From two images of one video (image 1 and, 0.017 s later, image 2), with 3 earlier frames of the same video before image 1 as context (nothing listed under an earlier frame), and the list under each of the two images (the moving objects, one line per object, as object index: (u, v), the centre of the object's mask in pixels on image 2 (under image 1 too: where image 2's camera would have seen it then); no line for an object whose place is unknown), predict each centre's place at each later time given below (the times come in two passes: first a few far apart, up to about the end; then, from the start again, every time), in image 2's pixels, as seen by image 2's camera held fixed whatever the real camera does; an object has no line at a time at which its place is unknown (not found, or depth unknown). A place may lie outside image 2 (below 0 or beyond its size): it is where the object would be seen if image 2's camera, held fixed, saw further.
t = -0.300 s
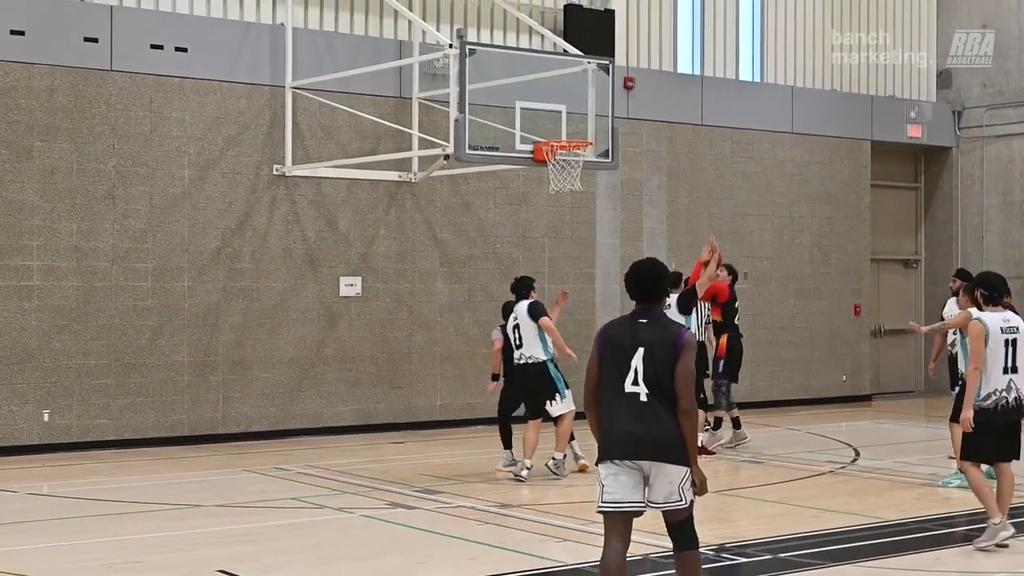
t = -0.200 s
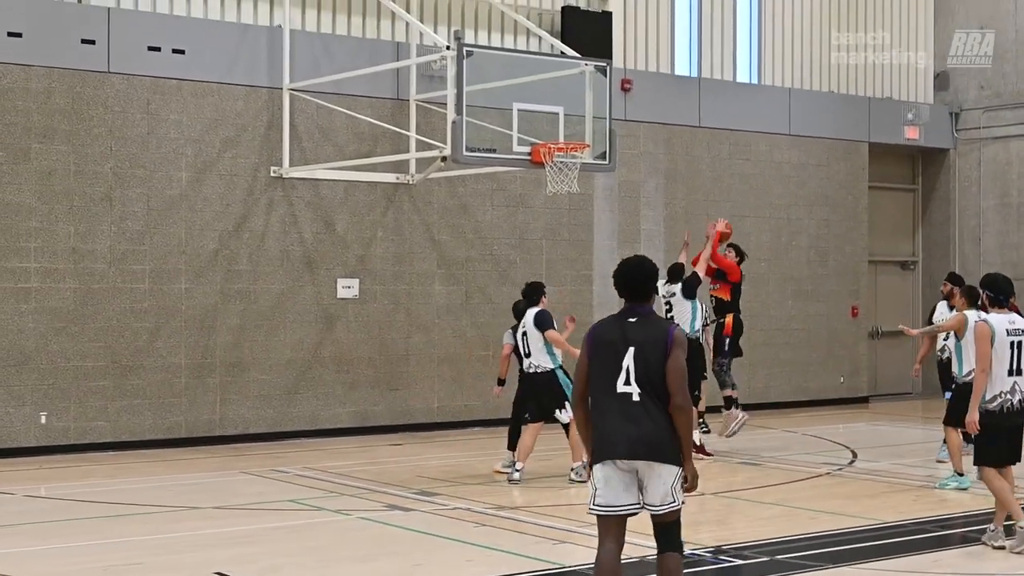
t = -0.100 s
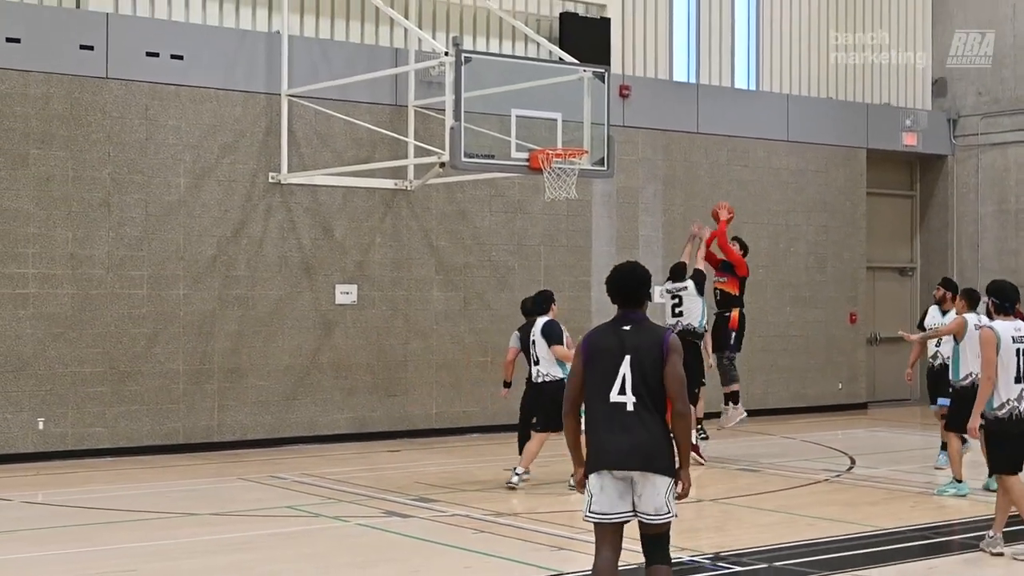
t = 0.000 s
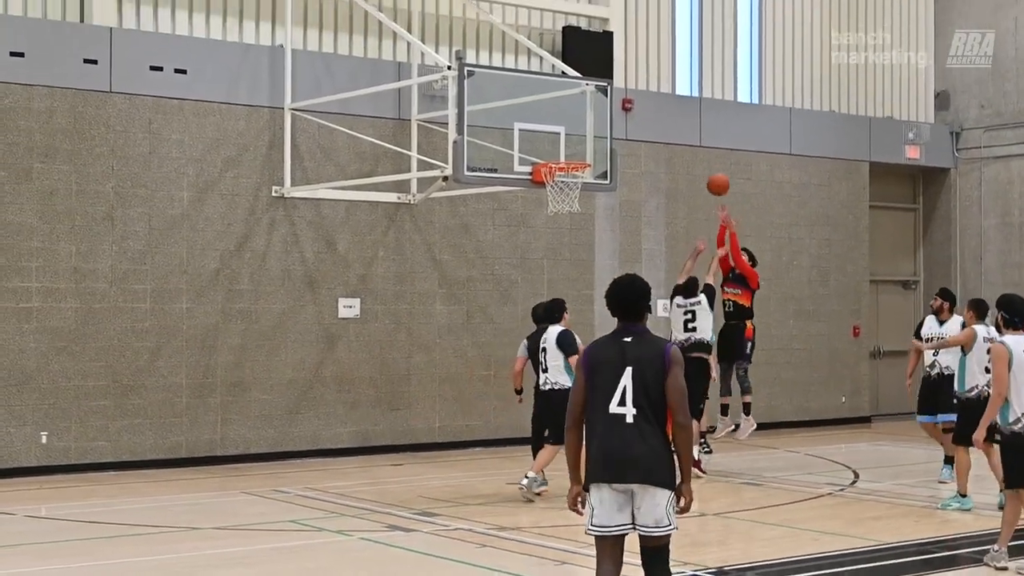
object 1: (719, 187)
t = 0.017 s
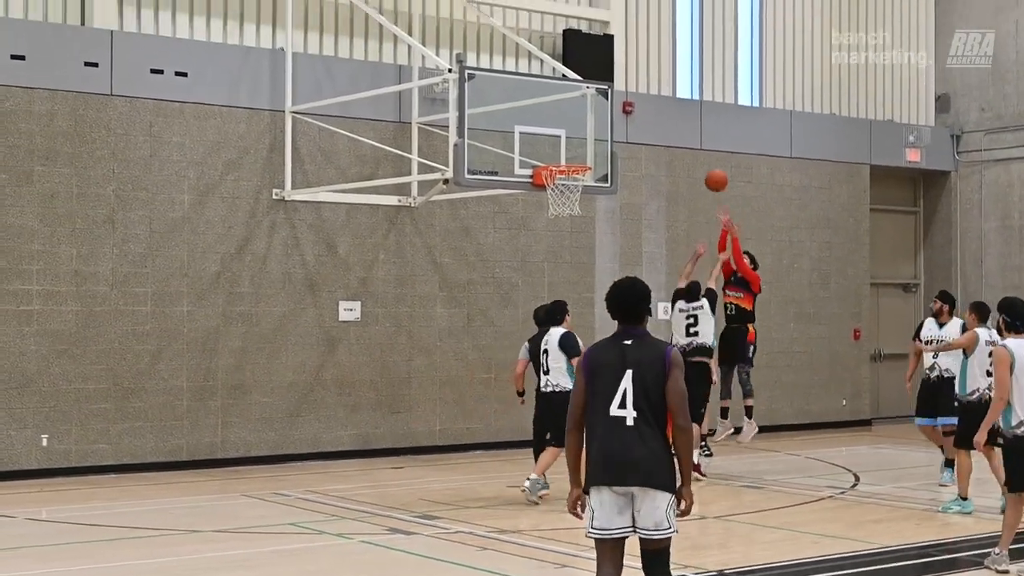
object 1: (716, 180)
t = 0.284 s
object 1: (675, 101)
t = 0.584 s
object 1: (627, 89)
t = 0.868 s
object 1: (578, 158)
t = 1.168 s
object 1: (552, 208)
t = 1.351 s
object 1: (563, 256)
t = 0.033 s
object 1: (714, 174)
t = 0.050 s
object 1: (711, 168)
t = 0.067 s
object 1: (708, 161)
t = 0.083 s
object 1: (706, 155)
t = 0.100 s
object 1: (703, 149)
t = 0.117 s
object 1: (701, 143)
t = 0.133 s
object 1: (698, 138)
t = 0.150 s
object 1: (696, 132)
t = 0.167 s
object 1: (693, 128)
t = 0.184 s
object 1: (691, 123)
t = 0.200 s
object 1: (688, 119)
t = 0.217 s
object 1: (685, 114)
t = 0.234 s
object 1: (683, 111)
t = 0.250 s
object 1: (680, 107)
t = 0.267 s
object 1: (678, 104)
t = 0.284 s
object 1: (675, 101)
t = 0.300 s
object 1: (672, 98)
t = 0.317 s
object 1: (669, 95)
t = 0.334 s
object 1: (667, 93)
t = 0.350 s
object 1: (665, 91)
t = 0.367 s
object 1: (662, 89)
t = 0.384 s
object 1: (659, 87)
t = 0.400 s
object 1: (657, 86)
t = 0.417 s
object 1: (654, 85)
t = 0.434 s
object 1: (651, 84)
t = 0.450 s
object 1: (649, 84)
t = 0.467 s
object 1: (646, 83)
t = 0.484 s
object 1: (643, 83)
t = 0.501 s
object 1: (640, 84)
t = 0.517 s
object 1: (638, 84)
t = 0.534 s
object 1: (635, 85)
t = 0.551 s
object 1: (632, 86)
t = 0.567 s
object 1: (630, 88)
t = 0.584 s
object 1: (627, 89)
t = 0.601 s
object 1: (624, 92)
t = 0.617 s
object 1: (621, 94)
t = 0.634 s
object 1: (618, 97)
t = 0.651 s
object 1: (616, 100)
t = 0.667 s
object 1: (613, 103)
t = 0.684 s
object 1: (610, 106)
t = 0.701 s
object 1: (607, 110)
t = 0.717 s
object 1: (604, 114)
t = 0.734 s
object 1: (601, 119)
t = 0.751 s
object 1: (599, 123)
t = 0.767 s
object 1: (596, 128)
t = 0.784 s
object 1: (593, 133)
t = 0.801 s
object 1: (589, 139)
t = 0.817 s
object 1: (587, 144)
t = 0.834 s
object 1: (584, 151)
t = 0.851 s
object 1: (581, 156)
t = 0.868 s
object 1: (578, 158)
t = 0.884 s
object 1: (573, 158)
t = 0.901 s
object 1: (569, 160)
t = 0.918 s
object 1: (564, 165)
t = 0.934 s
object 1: (561, 172)
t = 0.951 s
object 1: (557, 174)
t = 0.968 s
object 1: (557, 177)
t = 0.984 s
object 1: (556, 178)
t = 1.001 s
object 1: (560, 180)
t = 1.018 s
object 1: (555, 185)
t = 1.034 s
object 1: (548, 188)
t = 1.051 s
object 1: (548, 186)
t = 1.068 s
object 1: (549, 196)
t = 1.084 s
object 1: (548, 197)
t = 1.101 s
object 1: (552, 202)
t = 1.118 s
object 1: (551, 202)
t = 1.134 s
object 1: (551, 204)
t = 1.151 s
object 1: (552, 204)
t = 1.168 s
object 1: (552, 208)
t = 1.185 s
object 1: (553, 213)
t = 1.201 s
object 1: (553, 218)
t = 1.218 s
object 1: (555, 220)
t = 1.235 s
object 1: (556, 223)
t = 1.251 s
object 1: (557, 226)
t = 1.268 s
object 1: (558, 230)
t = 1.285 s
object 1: (559, 235)
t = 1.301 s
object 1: (560, 240)
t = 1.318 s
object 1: (561, 245)
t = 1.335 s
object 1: (562, 250)
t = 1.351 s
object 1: (563, 256)
